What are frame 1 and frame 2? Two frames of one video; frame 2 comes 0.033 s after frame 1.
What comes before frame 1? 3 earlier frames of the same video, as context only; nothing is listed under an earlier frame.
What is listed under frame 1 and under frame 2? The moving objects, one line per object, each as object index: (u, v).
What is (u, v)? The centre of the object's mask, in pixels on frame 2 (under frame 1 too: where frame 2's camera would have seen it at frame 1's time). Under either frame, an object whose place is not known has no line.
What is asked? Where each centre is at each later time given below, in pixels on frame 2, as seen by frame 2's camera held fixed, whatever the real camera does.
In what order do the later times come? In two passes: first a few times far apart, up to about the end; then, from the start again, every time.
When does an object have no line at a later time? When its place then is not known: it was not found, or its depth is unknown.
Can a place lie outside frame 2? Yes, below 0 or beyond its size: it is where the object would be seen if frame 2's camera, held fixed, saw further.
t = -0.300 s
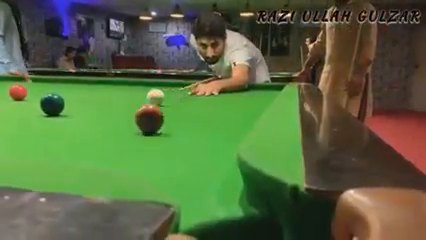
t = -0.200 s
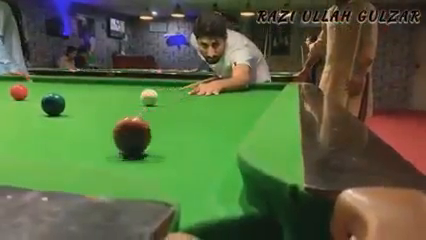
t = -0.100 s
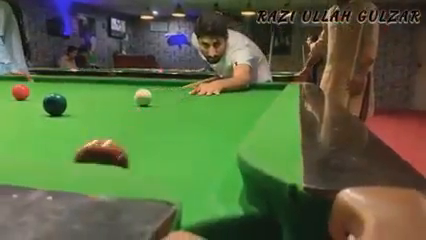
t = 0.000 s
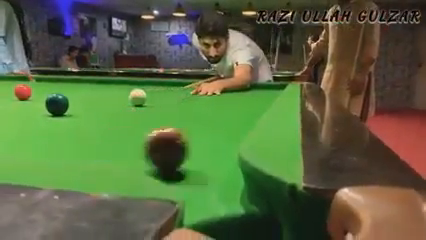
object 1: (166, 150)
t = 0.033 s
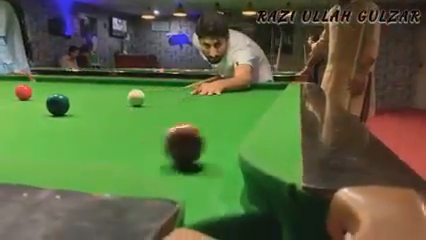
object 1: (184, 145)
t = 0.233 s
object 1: (245, 123)
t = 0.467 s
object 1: (242, 112)
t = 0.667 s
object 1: (239, 105)
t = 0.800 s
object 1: (237, 102)
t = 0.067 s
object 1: (198, 141)
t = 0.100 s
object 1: (211, 136)
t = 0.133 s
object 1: (222, 132)
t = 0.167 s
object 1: (233, 131)
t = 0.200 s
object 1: (241, 127)
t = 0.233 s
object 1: (245, 123)
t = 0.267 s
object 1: (245, 122)
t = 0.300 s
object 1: (245, 121)
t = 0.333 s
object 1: (244, 119)
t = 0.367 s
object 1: (244, 117)
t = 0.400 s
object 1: (243, 115)
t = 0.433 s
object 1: (243, 113)
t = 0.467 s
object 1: (242, 112)
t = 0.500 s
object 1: (241, 111)
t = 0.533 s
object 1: (241, 109)
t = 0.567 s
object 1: (241, 108)
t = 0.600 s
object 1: (240, 107)
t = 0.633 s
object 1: (239, 106)
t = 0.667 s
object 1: (239, 105)
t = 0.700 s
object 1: (239, 104)
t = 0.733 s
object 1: (238, 104)
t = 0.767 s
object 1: (238, 103)
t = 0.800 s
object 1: (237, 102)
